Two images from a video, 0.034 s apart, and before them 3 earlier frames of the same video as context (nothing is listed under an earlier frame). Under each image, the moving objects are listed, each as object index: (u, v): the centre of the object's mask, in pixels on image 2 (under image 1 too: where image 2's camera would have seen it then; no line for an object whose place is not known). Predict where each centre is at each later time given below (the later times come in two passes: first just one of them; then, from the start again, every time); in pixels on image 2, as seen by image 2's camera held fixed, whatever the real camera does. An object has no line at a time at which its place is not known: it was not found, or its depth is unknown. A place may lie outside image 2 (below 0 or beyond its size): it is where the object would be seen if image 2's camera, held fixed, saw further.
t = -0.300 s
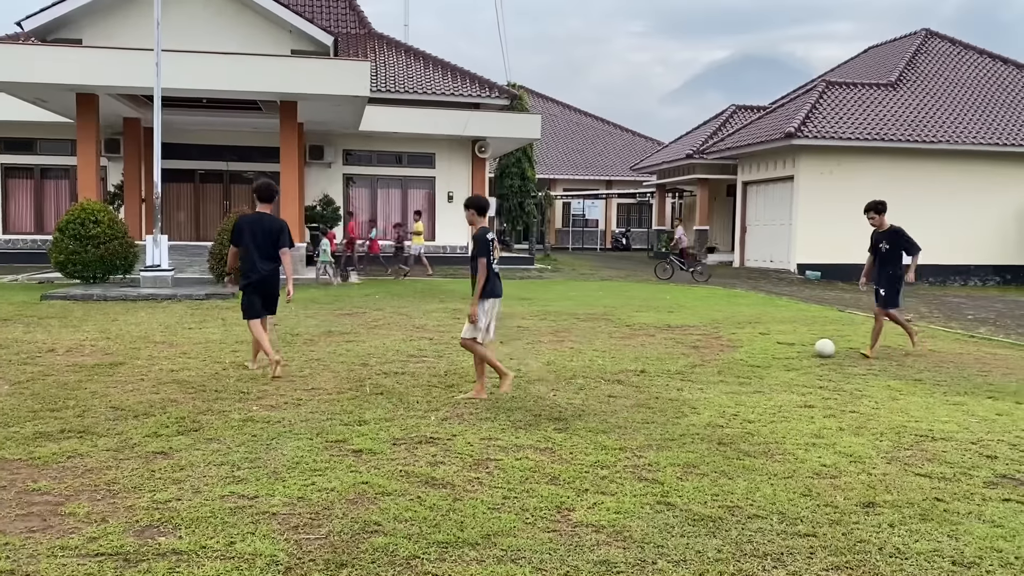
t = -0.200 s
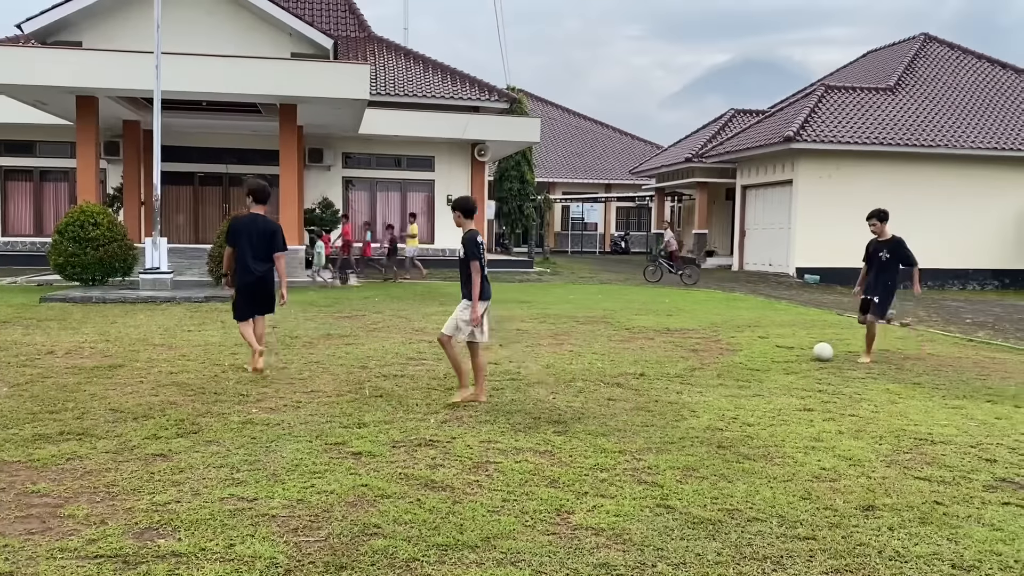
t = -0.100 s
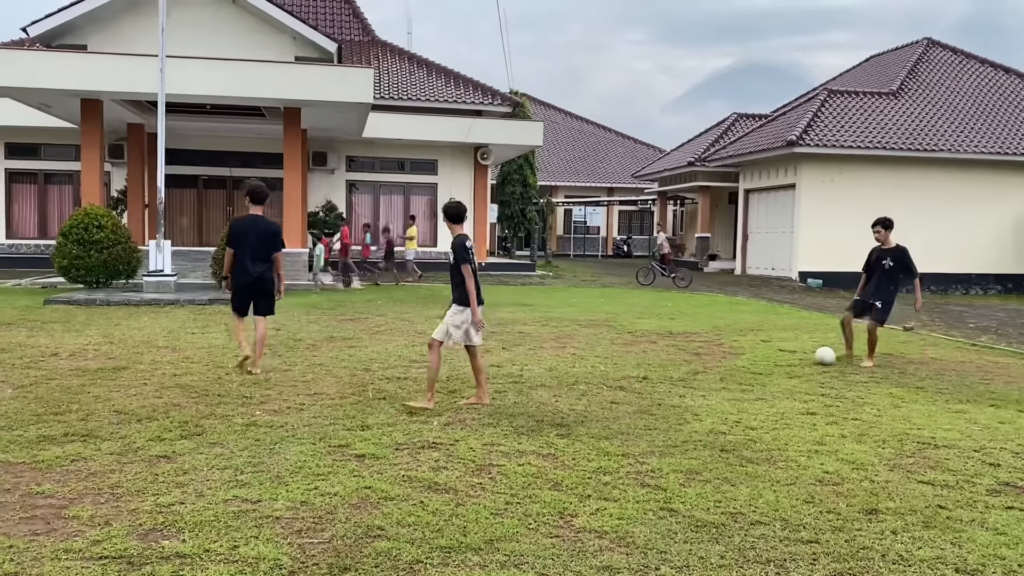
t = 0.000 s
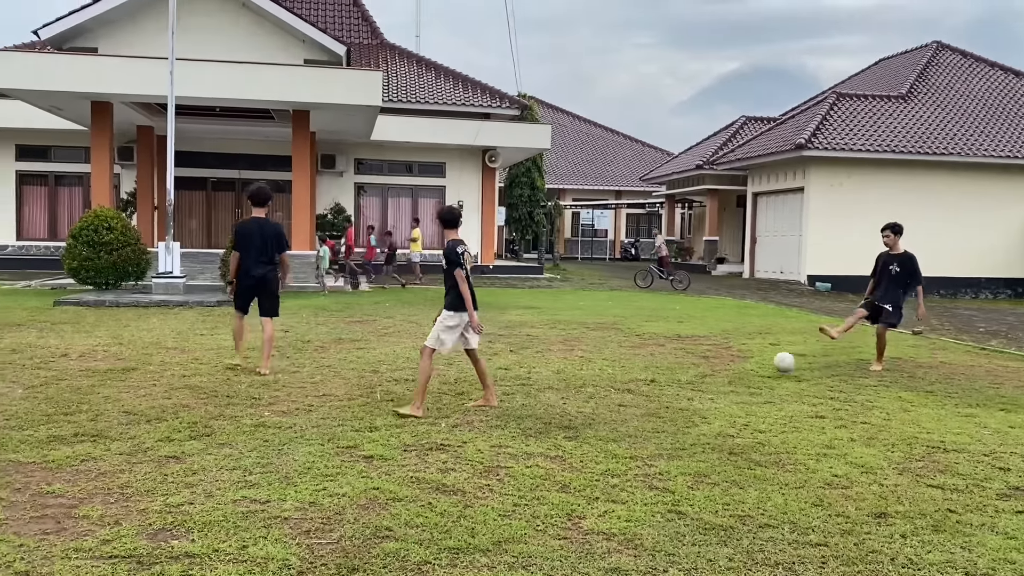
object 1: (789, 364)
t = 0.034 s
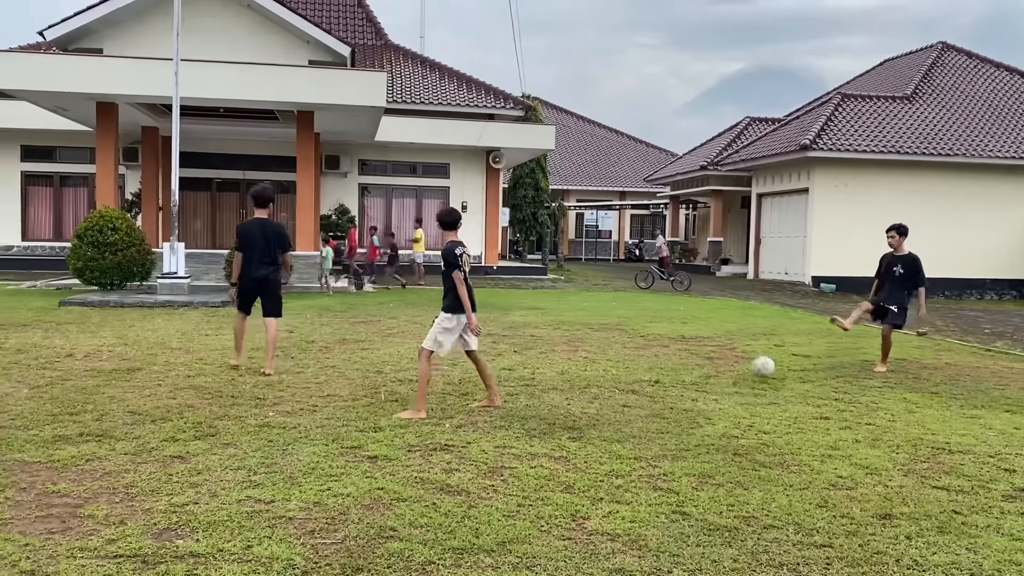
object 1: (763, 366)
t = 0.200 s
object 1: (627, 389)
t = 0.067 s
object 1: (737, 372)
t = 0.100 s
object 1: (709, 380)
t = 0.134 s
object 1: (681, 387)
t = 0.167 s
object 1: (655, 387)
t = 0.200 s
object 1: (627, 389)
